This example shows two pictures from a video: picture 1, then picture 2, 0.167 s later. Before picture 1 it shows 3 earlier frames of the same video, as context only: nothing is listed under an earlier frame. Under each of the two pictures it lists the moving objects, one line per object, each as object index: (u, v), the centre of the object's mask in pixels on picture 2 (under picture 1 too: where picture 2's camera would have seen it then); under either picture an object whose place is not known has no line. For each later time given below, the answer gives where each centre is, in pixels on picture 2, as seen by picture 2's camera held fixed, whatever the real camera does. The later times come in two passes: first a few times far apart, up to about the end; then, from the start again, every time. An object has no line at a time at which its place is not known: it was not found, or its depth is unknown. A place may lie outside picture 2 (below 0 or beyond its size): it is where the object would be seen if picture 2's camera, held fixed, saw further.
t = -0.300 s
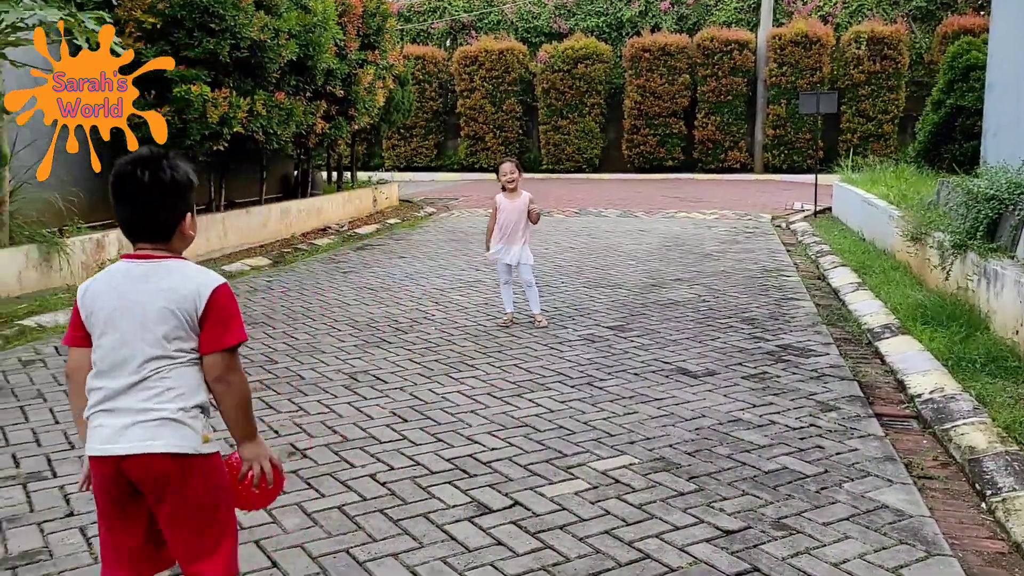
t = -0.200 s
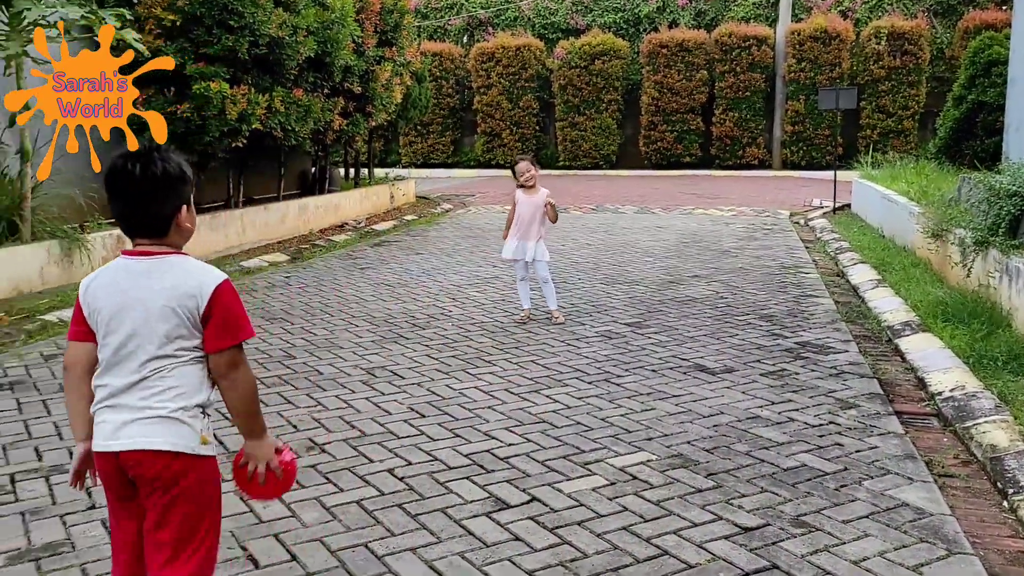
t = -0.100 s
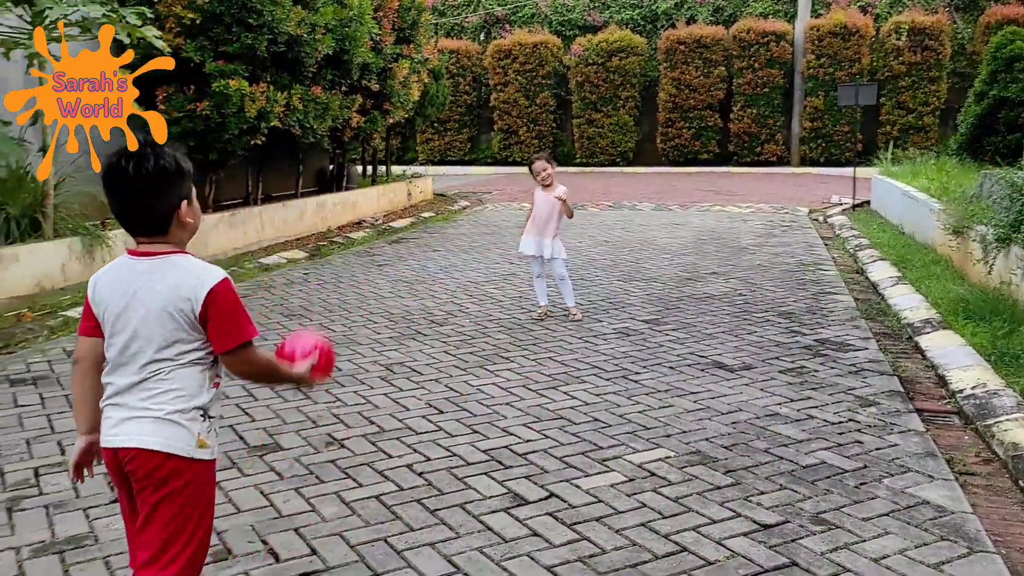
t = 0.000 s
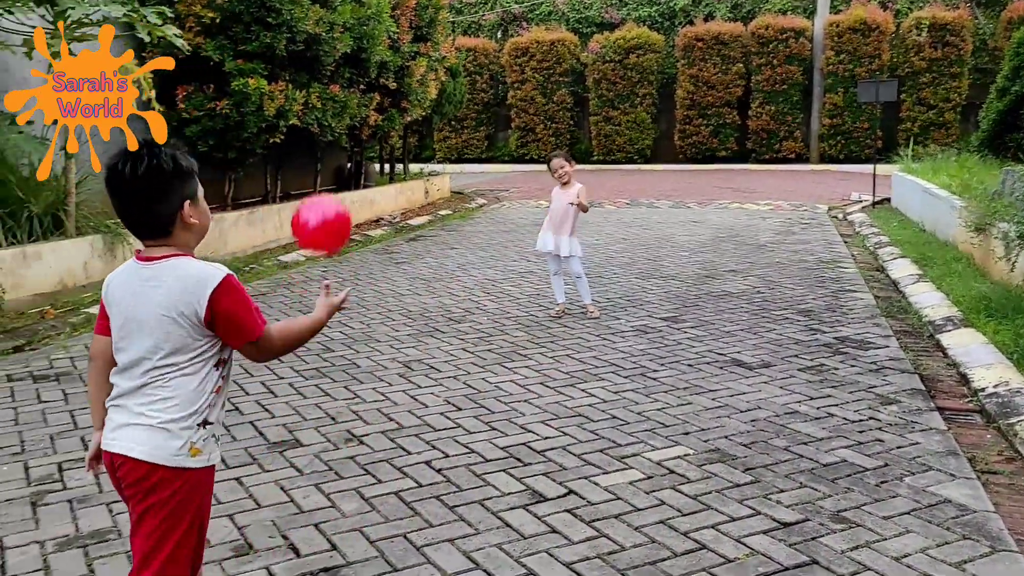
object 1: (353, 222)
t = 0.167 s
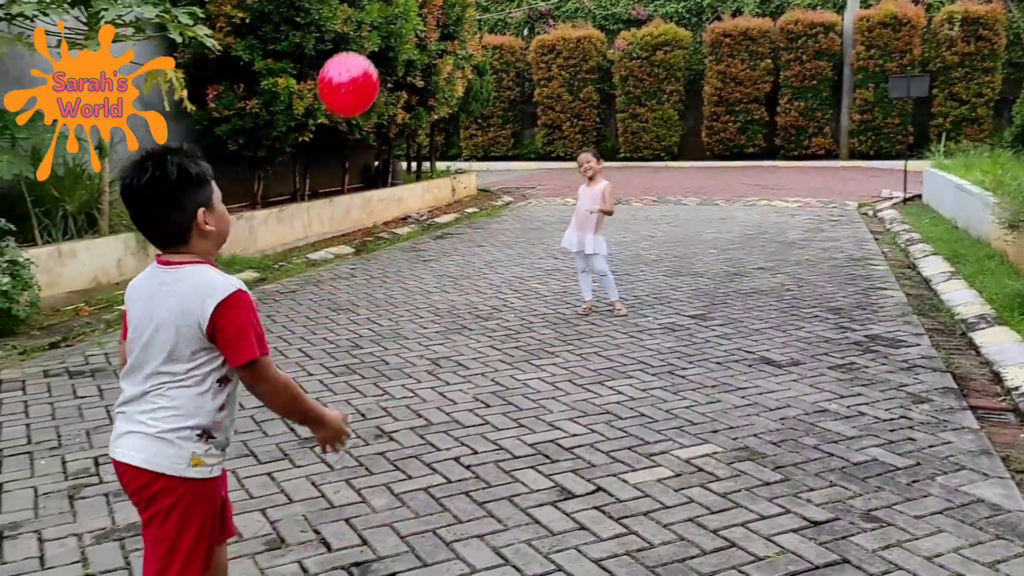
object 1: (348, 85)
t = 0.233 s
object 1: (350, 57)
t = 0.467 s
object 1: (363, 85)
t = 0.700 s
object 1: (381, 306)
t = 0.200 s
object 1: (349, 69)
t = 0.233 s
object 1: (350, 57)
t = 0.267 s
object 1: (351, 50)
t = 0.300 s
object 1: (353, 46)
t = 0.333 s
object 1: (354, 46)
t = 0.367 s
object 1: (357, 50)
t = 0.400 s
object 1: (359, 58)
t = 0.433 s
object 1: (361, 70)
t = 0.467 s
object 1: (363, 85)
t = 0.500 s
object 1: (365, 105)
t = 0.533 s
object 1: (368, 130)
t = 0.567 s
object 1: (370, 157)
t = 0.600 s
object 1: (372, 187)
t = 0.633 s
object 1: (375, 226)
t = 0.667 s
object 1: (376, 263)
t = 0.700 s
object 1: (381, 306)
